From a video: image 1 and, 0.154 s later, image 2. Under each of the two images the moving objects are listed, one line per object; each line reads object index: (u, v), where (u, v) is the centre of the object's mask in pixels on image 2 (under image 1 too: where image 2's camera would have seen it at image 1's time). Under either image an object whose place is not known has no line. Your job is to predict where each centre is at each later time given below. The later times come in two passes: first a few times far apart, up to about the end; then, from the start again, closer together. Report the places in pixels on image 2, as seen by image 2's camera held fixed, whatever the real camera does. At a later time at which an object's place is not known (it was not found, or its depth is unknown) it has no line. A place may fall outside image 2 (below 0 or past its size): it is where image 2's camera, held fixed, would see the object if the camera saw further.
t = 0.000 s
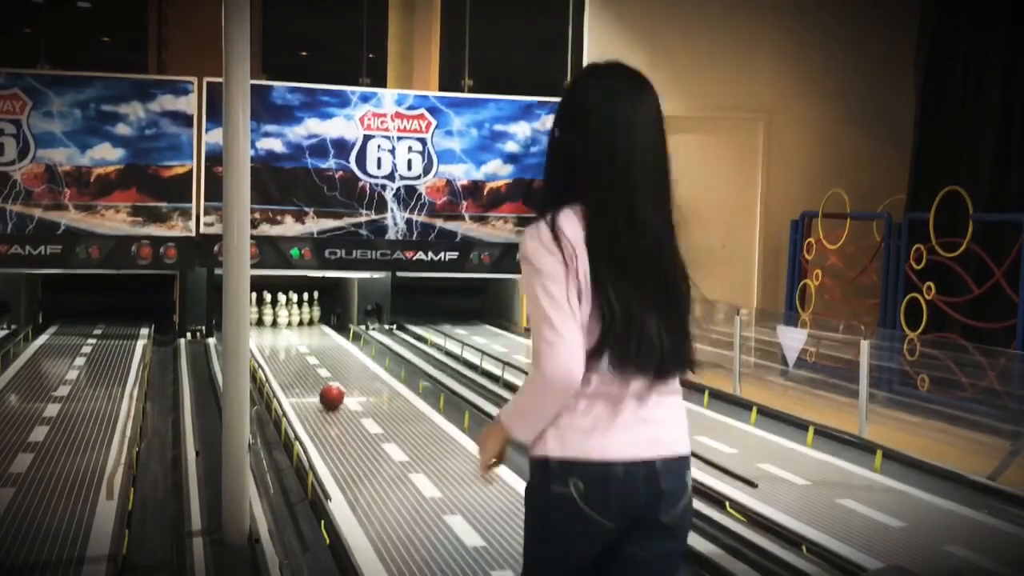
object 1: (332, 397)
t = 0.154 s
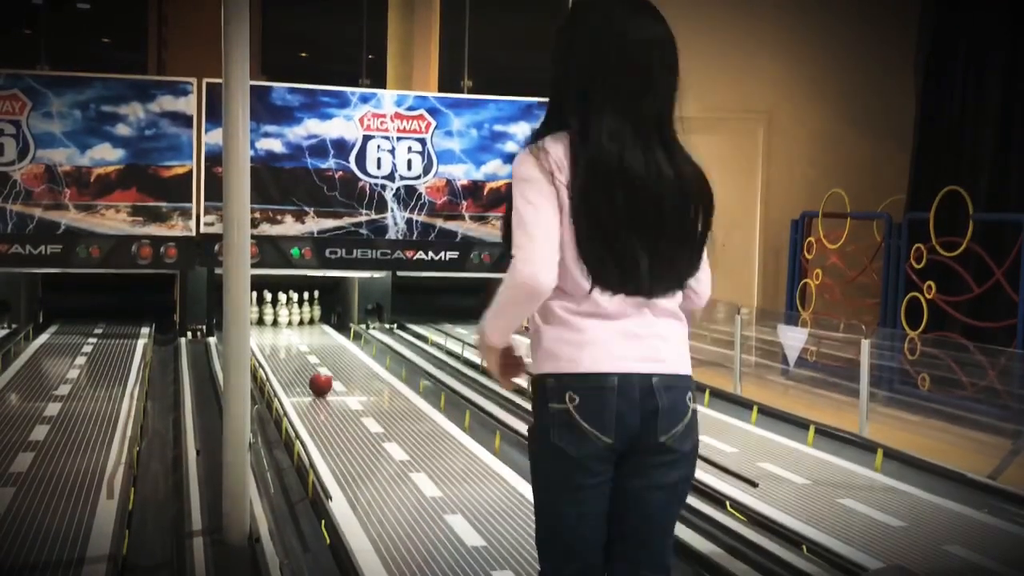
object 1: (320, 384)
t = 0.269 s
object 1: (312, 376)
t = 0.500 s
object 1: (298, 363)
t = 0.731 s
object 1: (288, 352)
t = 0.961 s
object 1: (278, 341)
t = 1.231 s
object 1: (270, 332)
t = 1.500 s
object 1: (263, 324)
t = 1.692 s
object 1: (259, 320)
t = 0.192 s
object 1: (318, 381)
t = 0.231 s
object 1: (314, 380)
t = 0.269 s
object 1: (312, 376)
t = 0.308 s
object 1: (310, 374)
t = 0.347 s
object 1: (307, 372)
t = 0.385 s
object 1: (305, 370)
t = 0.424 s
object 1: (303, 368)
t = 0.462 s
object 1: (300, 366)
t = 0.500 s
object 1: (298, 363)
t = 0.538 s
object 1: (297, 361)
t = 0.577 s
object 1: (295, 360)
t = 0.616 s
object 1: (293, 357)
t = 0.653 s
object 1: (291, 356)
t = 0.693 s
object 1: (290, 353)
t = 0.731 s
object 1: (288, 352)
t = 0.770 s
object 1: (286, 350)
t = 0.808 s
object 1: (284, 348)
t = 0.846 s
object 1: (283, 346)
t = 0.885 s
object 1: (281, 345)
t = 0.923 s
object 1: (280, 343)
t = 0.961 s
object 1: (278, 341)
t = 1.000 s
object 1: (277, 340)
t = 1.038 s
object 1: (276, 338)
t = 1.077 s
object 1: (274, 336)
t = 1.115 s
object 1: (273, 335)
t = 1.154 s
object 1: (272, 334)
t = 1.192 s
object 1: (271, 333)
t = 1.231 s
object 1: (270, 332)
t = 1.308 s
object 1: (269, 329)
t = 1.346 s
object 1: (267, 329)
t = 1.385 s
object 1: (266, 328)
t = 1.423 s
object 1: (265, 326)
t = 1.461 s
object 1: (264, 325)
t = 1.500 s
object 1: (263, 324)
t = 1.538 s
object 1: (263, 324)
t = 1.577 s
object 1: (261, 321)
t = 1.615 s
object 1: (260, 322)
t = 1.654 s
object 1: (259, 320)
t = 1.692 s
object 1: (259, 320)
